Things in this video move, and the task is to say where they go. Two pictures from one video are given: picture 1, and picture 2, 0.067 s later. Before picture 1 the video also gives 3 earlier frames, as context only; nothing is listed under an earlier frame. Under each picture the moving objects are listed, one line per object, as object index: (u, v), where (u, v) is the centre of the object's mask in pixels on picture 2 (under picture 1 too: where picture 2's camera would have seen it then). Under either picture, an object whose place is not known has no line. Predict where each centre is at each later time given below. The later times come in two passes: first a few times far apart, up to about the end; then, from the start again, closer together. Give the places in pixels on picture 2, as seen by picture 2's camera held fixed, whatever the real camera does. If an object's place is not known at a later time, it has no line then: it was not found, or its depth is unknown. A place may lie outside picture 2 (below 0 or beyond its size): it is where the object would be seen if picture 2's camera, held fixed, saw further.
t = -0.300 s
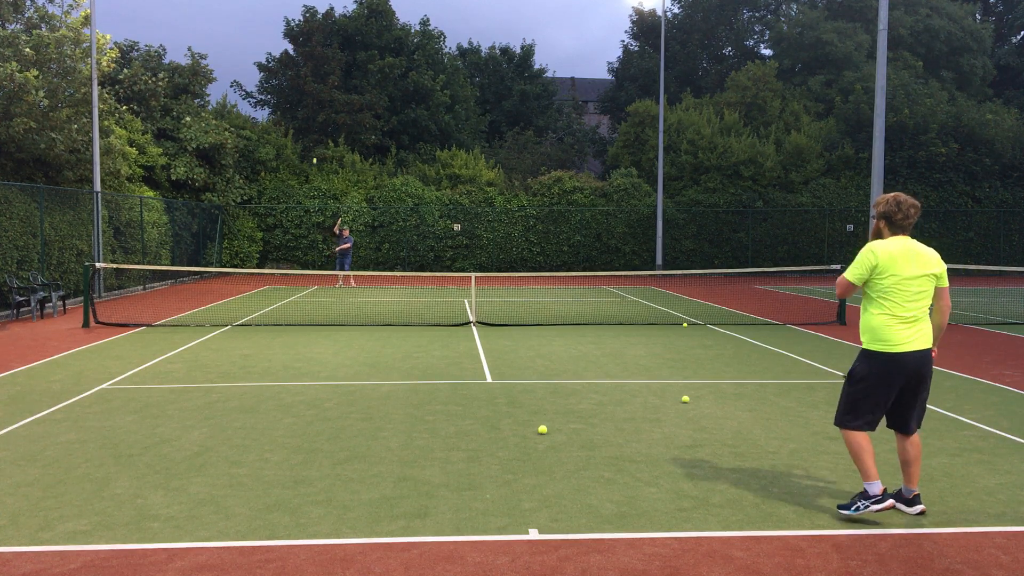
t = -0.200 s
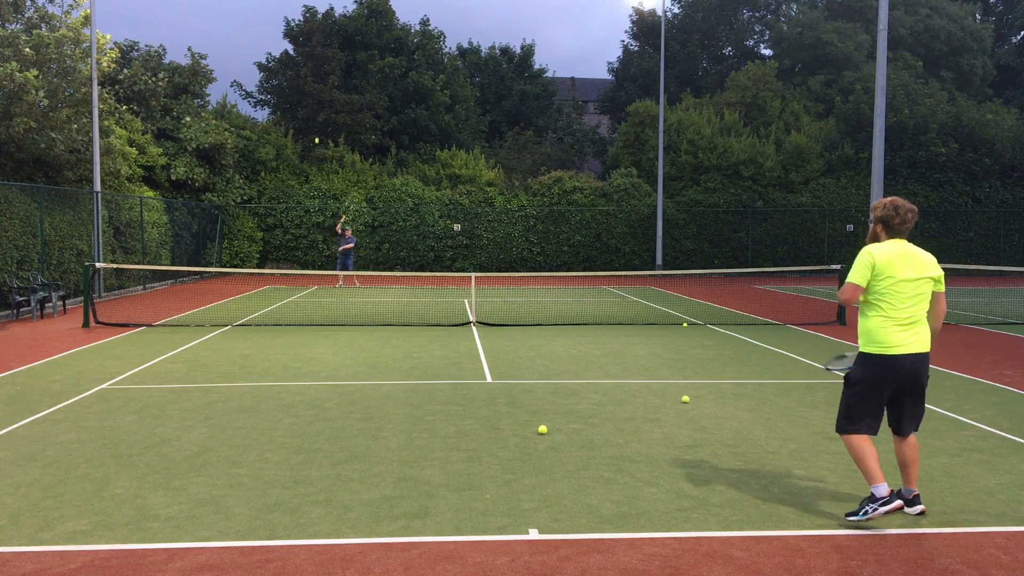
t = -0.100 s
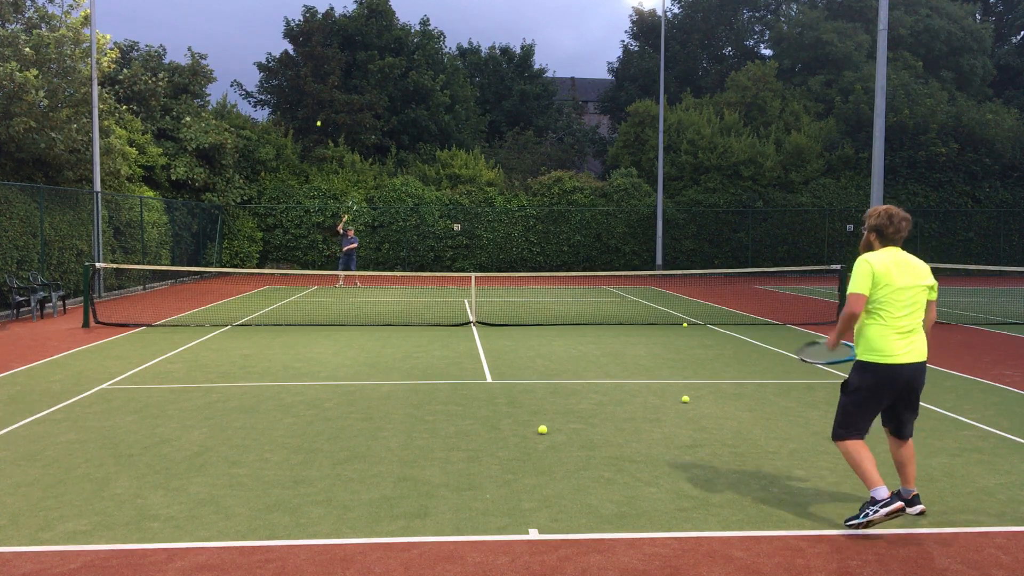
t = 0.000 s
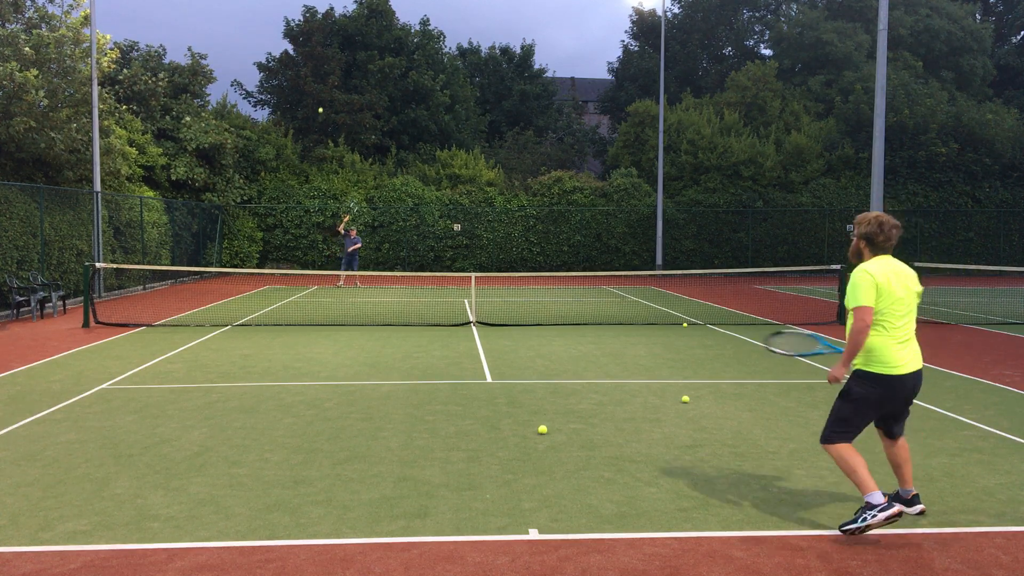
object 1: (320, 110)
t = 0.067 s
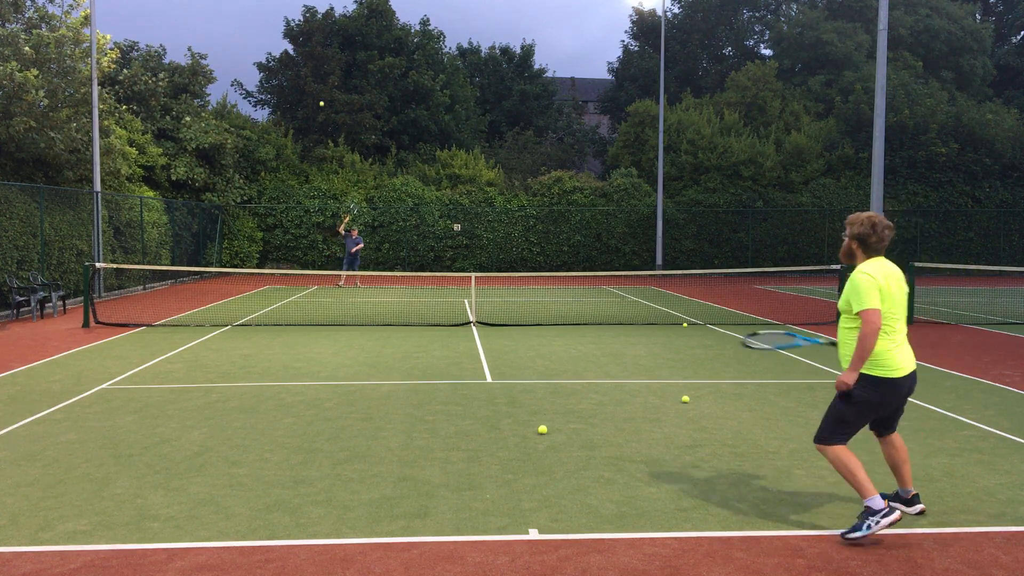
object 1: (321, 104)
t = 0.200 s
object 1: (323, 98)
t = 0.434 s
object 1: (327, 118)
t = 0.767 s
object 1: (329, 262)
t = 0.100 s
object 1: (322, 101)
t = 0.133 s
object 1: (322, 99)
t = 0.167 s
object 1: (323, 98)
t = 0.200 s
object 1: (323, 98)
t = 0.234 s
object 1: (324, 98)
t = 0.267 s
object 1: (324, 99)
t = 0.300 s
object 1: (325, 101)
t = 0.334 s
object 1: (325, 103)
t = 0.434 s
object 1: (327, 118)
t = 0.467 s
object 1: (327, 125)
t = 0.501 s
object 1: (327, 133)
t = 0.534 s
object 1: (328, 143)
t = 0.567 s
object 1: (328, 154)
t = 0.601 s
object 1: (328, 166)
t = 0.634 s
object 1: (328, 181)
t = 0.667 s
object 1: (328, 198)
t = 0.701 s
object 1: (329, 217)
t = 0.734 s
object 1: (329, 238)
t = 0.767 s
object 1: (329, 262)
